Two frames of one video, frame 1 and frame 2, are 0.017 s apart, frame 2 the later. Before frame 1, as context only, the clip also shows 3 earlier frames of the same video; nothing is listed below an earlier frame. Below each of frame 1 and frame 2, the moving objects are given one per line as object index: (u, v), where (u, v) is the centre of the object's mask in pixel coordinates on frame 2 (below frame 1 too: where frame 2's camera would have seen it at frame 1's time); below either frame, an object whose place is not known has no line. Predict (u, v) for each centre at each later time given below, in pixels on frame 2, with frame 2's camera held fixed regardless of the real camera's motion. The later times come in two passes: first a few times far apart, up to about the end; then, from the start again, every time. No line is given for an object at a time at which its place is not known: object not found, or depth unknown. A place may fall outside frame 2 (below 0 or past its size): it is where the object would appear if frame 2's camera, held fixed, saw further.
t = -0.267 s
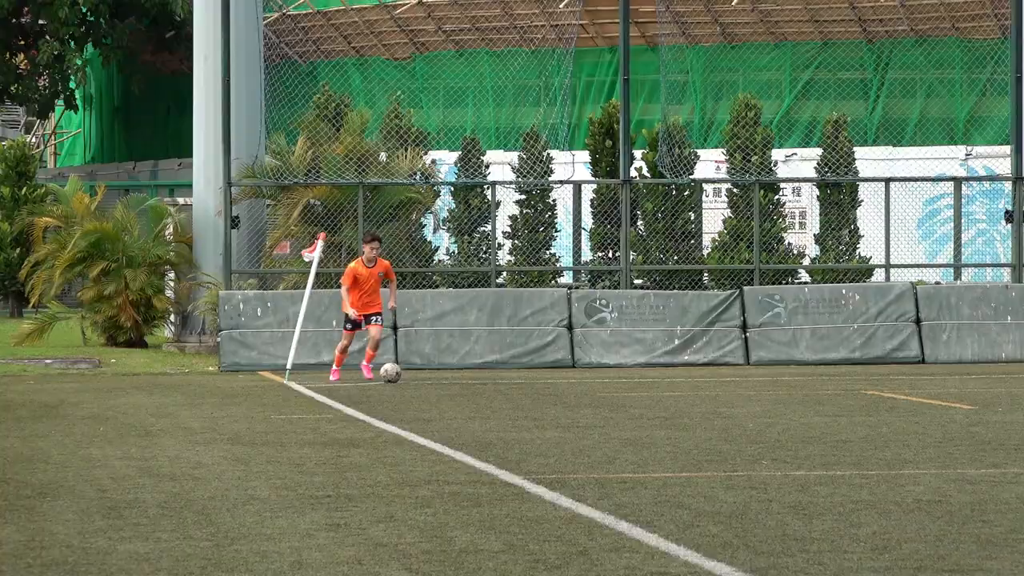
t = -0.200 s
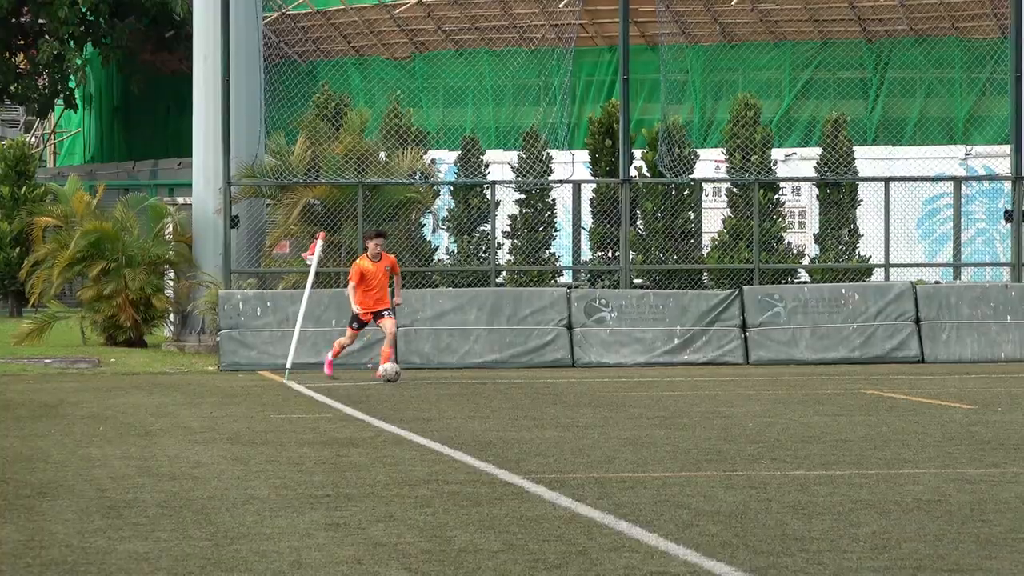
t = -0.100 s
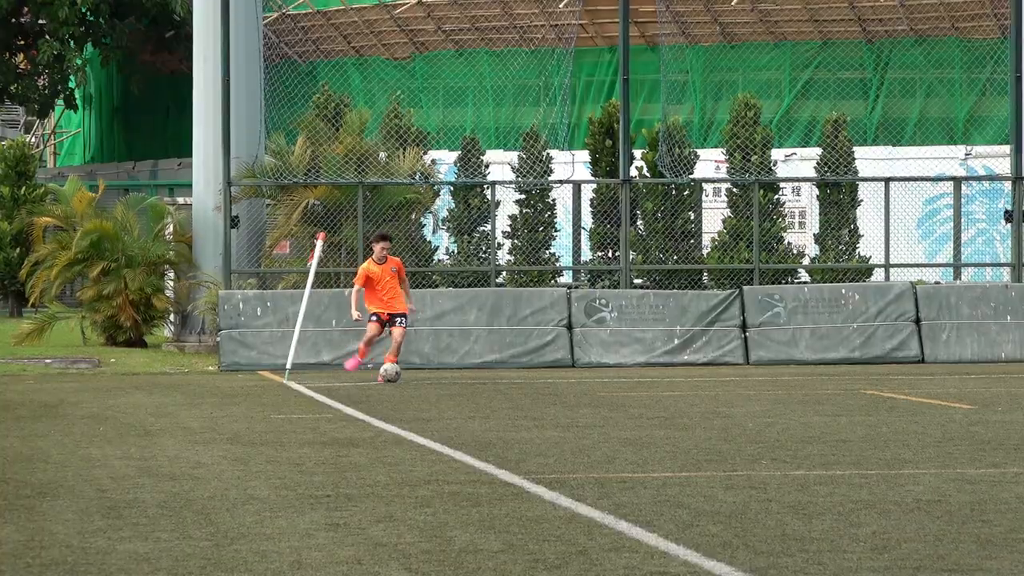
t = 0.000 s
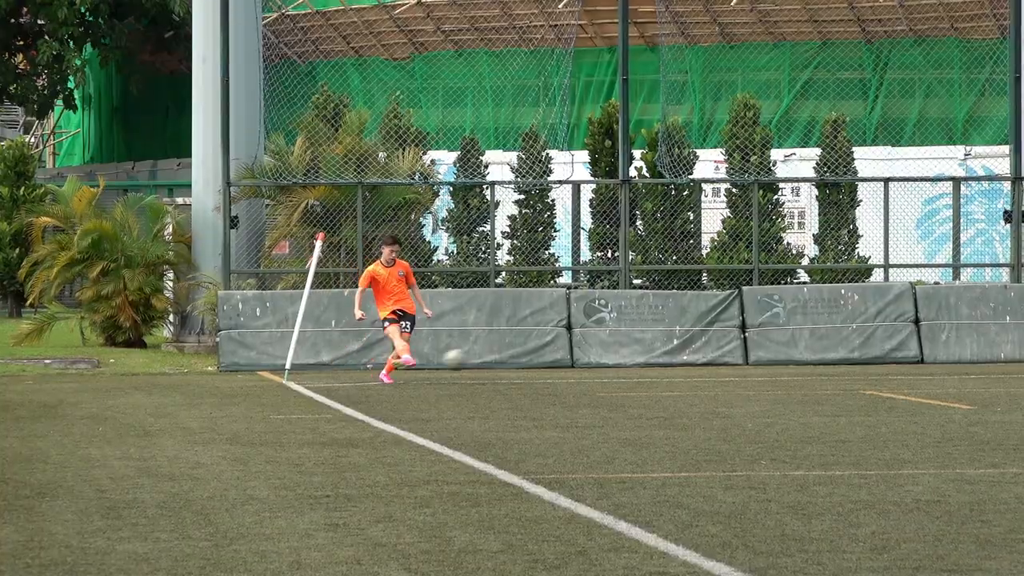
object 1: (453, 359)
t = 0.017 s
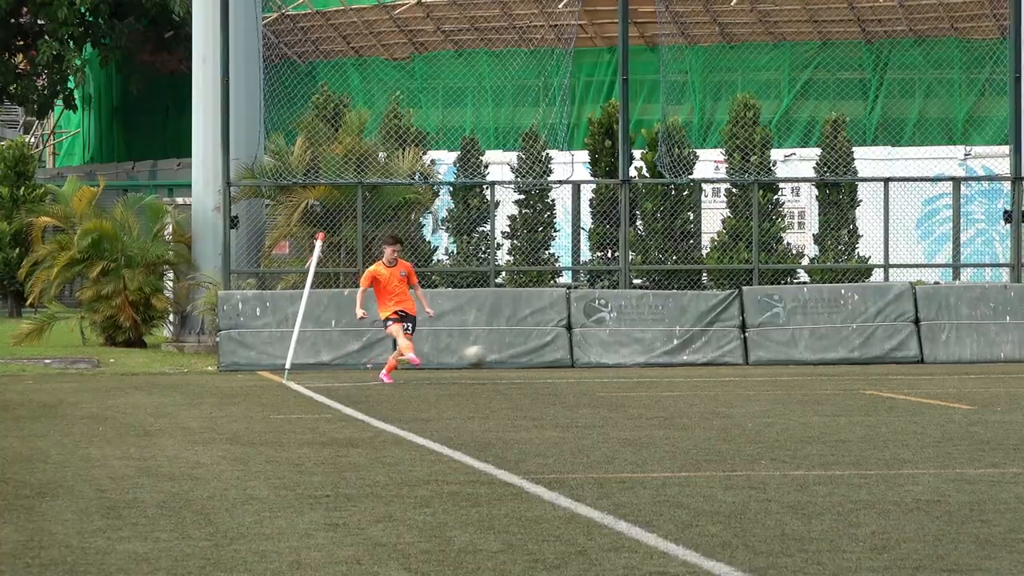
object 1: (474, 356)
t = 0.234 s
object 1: (750, 332)
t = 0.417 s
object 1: (1021, 345)
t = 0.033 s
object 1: (495, 352)
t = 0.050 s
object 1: (515, 349)
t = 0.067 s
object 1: (535, 347)
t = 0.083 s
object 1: (554, 344)
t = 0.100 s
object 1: (577, 341)
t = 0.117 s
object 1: (598, 339)
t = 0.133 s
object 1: (619, 337)
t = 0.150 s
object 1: (641, 336)
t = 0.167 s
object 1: (662, 334)
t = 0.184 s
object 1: (684, 333)
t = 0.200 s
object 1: (706, 333)
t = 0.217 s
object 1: (729, 332)
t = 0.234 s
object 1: (750, 332)
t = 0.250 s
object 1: (774, 332)
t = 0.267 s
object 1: (797, 332)
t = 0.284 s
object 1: (821, 333)
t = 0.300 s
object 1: (844, 334)
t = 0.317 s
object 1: (868, 334)
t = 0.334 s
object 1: (893, 336)
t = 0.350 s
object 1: (919, 337)
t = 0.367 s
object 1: (943, 339)
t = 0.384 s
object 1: (969, 341)
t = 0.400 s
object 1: (995, 343)
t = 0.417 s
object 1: (1021, 345)
